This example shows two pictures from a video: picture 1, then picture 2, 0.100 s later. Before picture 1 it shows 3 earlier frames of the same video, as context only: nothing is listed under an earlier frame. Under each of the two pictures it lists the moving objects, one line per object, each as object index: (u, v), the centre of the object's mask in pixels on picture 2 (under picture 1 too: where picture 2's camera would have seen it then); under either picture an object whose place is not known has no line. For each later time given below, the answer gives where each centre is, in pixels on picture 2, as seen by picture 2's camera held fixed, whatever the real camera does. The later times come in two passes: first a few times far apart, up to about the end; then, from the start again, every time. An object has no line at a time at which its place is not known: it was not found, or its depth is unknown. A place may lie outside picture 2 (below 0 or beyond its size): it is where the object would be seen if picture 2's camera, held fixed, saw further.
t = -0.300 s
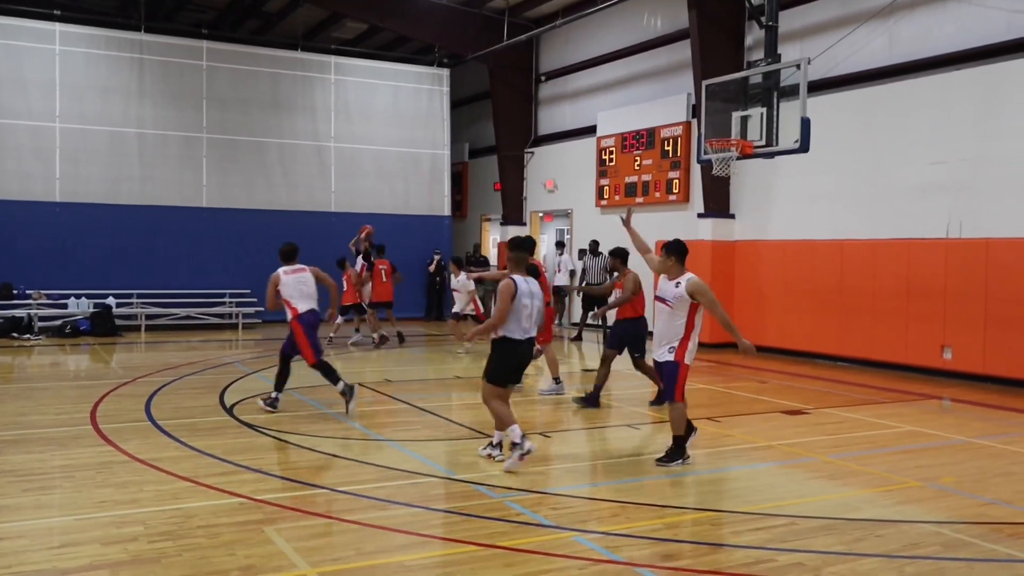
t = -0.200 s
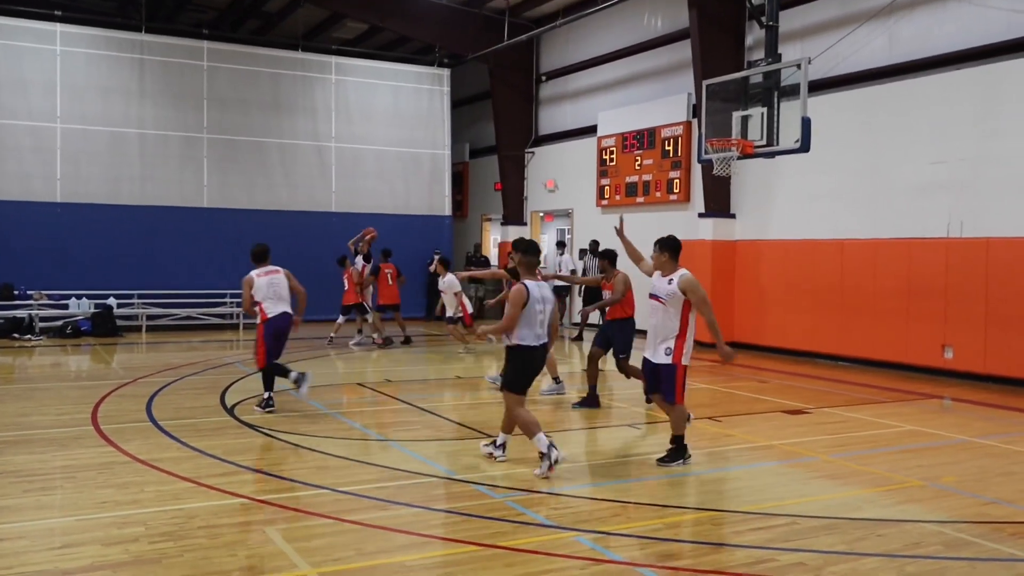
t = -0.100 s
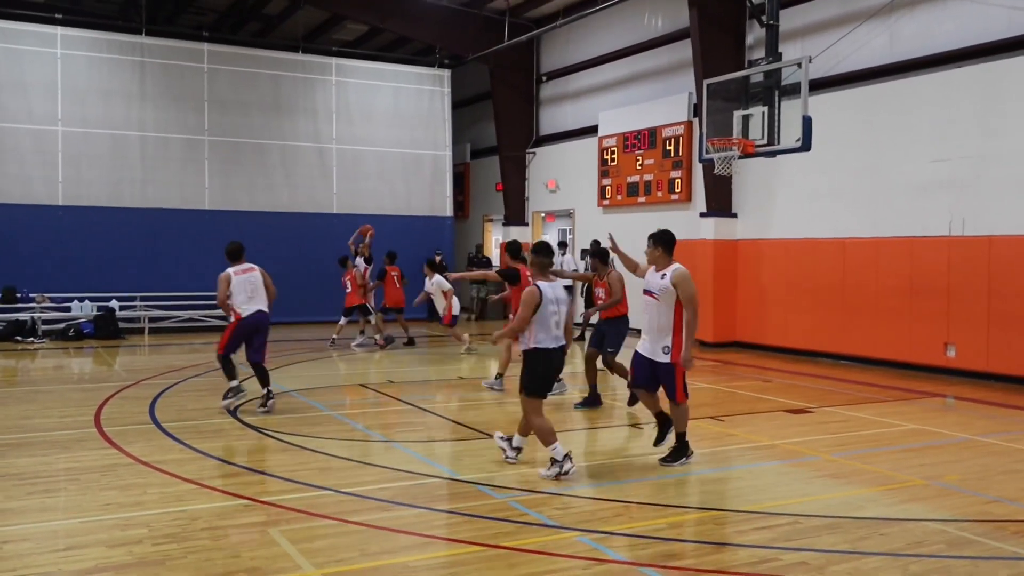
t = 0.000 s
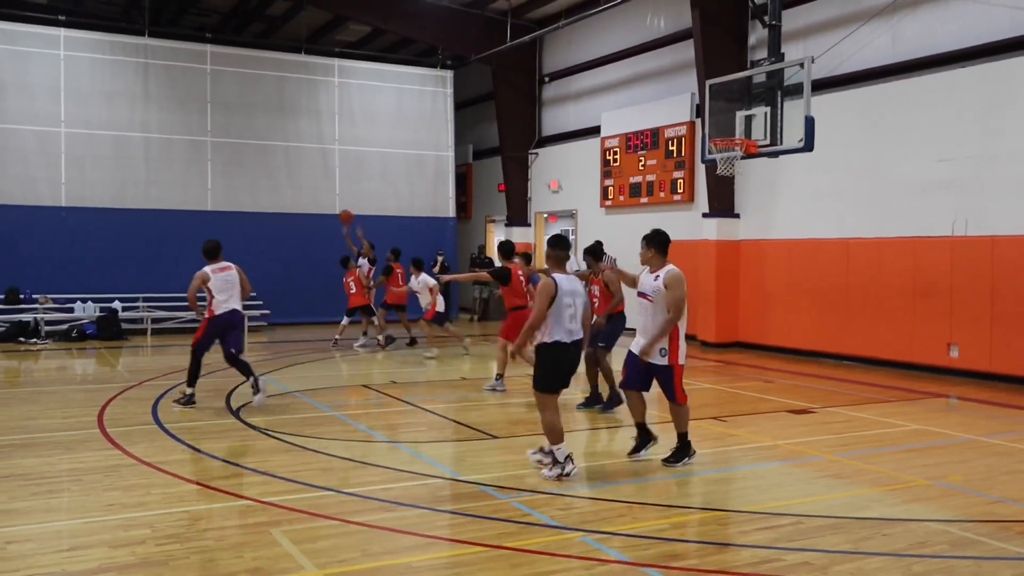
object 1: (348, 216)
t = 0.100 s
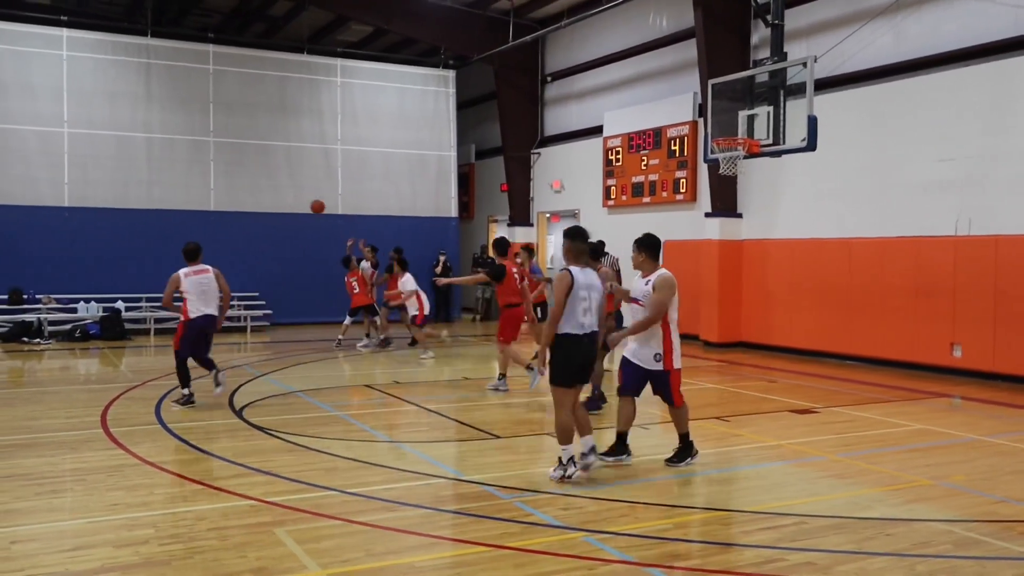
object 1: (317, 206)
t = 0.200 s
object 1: (284, 203)
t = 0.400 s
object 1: (207, 215)
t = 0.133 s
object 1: (306, 205)
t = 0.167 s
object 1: (295, 203)
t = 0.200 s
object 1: (284, 203)
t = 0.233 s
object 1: (272, 203)
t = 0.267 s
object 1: (260, 204)
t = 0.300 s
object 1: (248, 205)
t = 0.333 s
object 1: (235, 207)
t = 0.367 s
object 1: (221, 211)
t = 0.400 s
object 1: (207, 215)
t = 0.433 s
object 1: (194, 219)
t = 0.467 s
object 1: (179, 225)
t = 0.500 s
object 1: (164, 232)
